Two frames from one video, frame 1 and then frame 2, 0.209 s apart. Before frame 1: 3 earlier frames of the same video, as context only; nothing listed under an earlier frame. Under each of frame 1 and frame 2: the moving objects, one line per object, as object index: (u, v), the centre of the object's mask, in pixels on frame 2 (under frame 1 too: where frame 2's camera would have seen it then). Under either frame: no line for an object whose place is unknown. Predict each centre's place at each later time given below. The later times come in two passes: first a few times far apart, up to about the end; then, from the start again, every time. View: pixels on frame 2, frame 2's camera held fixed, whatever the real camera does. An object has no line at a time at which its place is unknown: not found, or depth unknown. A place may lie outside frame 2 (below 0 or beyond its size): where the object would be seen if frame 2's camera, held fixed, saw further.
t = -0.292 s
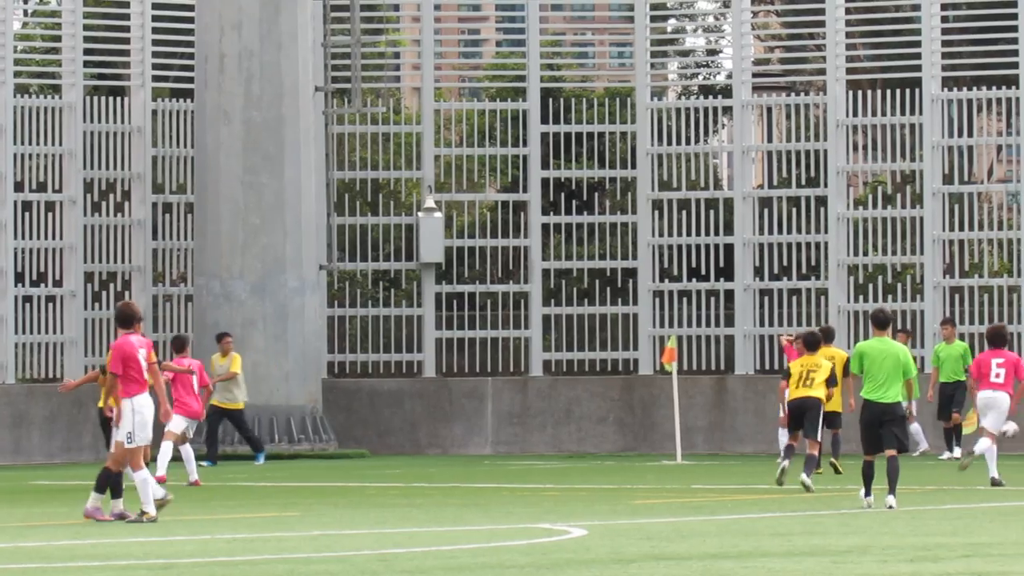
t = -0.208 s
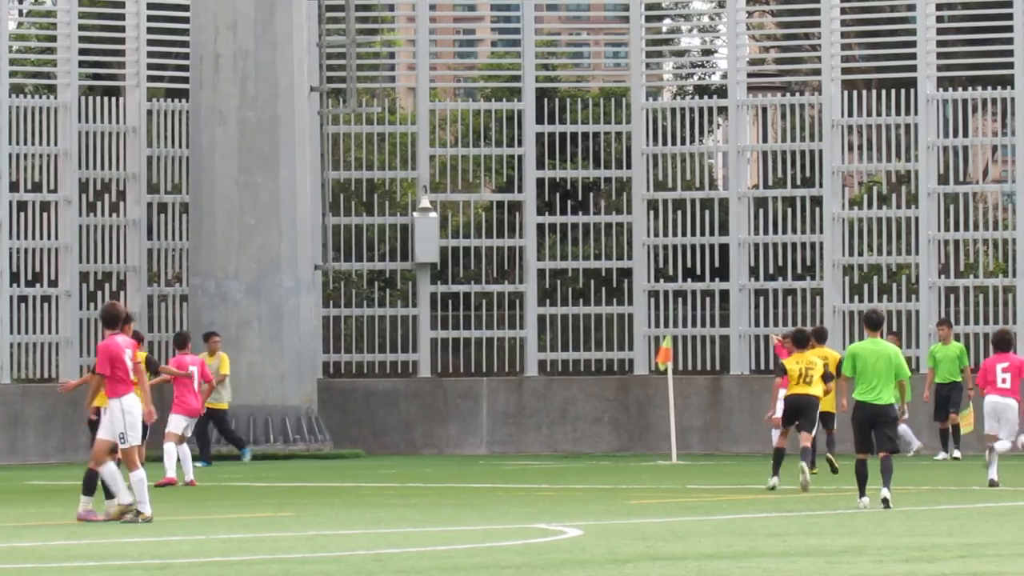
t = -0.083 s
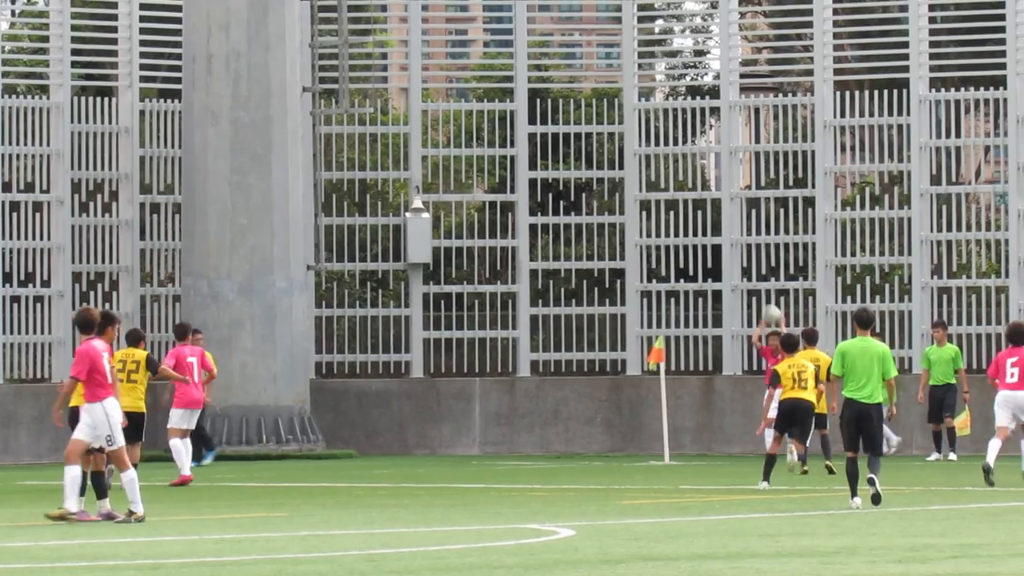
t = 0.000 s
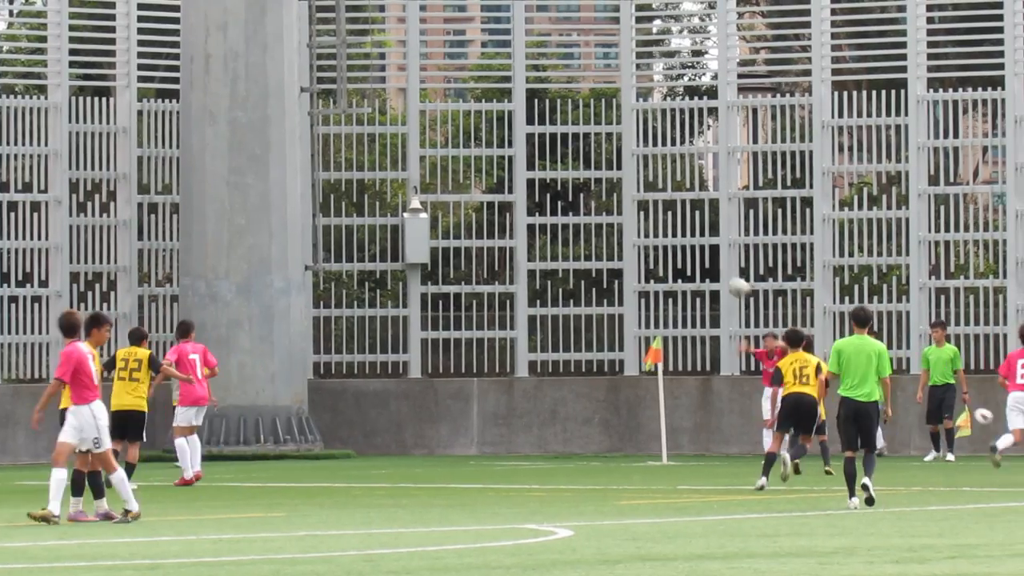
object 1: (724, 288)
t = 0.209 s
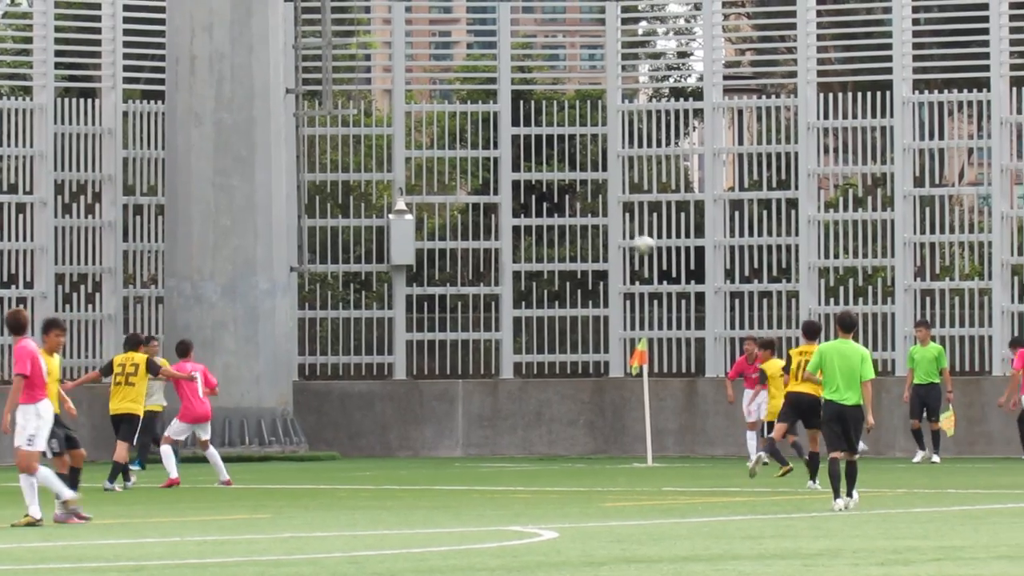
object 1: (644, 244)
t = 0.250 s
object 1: (627, 239)
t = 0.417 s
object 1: (561, 237)
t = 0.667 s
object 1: (462, 280)
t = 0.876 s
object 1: (378, 358)
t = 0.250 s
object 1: (627, 239)
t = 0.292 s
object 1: (610, 237)
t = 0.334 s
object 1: (594, 235)
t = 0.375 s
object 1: (578, 235)
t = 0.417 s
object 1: (561, 237)
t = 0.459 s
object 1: (544, 241)
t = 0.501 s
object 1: (528, 245)
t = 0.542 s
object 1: (512, 252)
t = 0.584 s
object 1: (495, 259)
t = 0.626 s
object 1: (478, 270)
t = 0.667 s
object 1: (462, 280)
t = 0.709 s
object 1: (445, 292)
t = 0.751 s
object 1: (428, 307)
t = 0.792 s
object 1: (412, 322)
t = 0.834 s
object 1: (394, 340)
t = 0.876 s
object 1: (378, 358)
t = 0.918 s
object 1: (361, 379)
